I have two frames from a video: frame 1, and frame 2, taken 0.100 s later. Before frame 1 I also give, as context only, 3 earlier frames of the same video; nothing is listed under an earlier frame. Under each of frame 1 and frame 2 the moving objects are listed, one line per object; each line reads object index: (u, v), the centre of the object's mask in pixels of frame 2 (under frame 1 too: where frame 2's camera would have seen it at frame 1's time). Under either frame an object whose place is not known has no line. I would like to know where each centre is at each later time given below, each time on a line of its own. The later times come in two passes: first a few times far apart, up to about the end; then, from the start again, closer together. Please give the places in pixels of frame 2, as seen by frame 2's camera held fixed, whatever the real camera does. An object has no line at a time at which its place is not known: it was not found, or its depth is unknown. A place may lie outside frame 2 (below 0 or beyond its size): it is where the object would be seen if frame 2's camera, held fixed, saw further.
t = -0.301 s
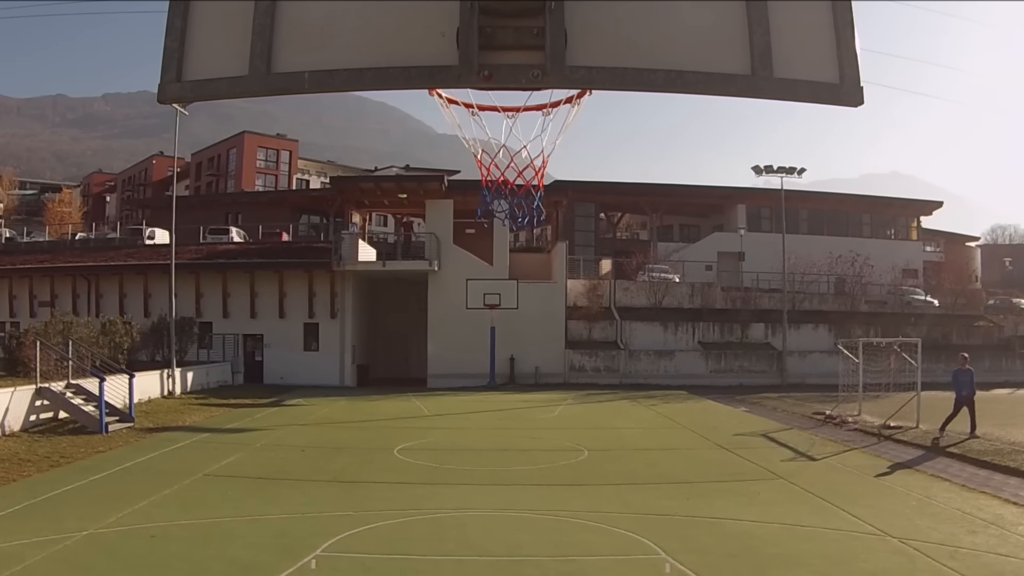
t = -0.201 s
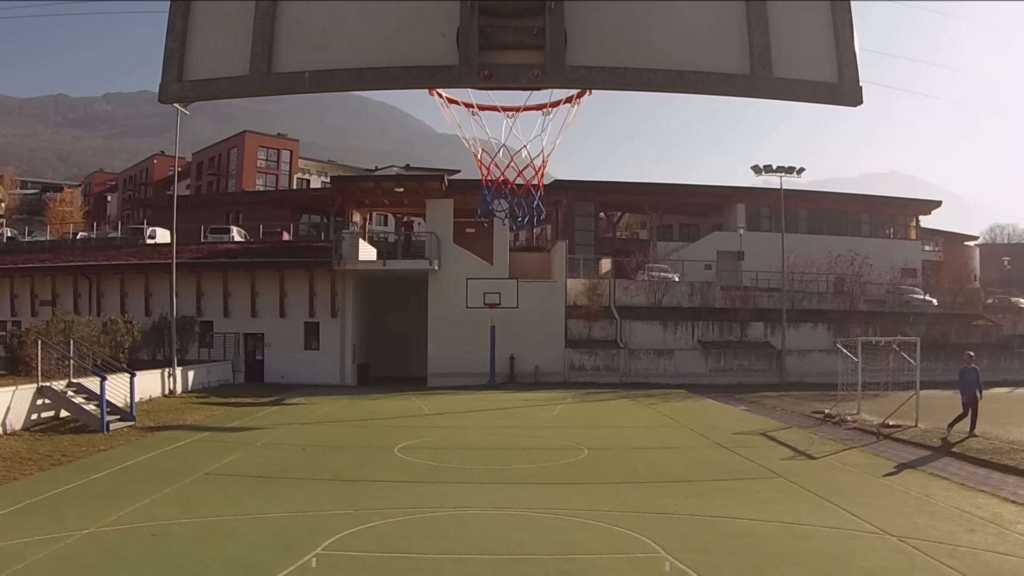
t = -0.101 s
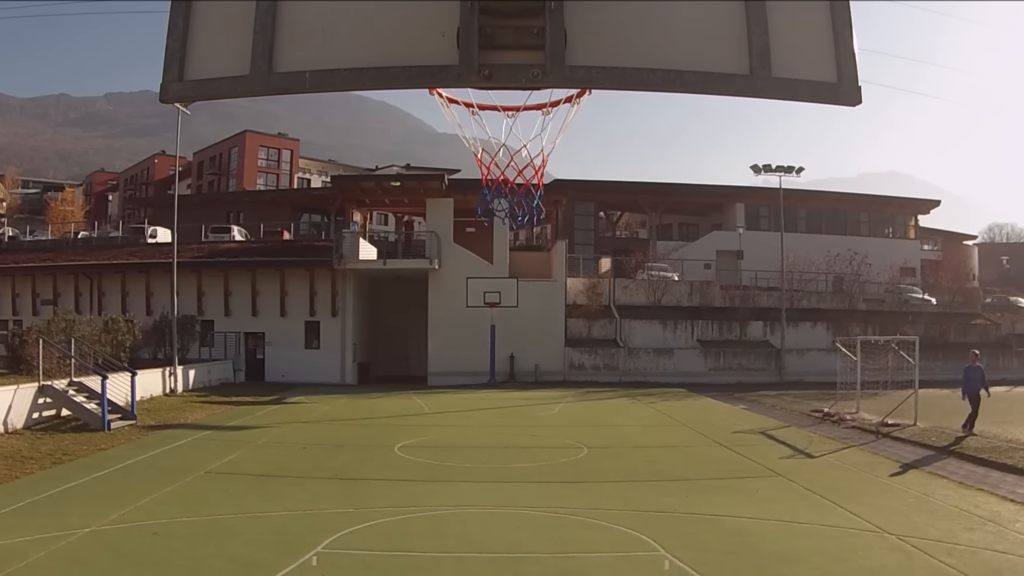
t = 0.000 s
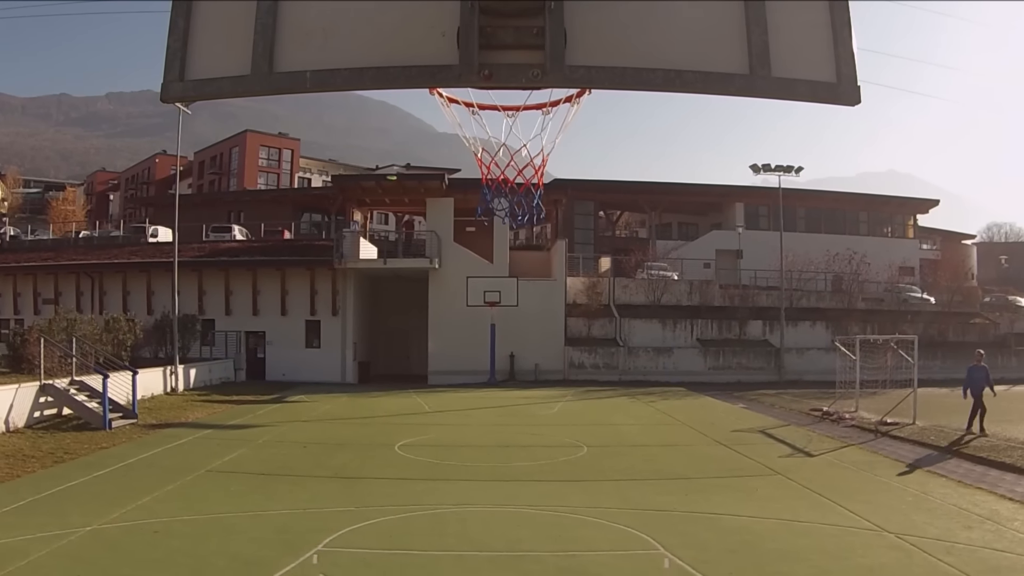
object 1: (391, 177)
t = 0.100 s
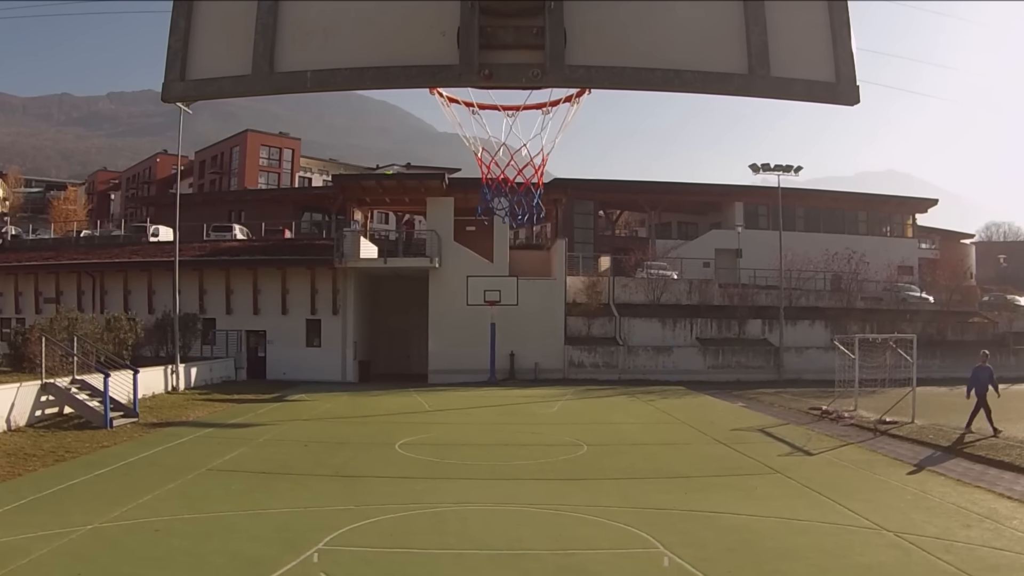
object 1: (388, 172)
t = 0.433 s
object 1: (372, 154)
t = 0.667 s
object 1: (359, 141)
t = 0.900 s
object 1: (346, 128)
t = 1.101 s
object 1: (333, 115)
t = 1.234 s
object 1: (320, 99)
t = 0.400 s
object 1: (373, 156)
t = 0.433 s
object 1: (372, 154)
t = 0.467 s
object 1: (370, 152)
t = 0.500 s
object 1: (368, 150)
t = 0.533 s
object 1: (367, 148)
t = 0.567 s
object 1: (365, 146)
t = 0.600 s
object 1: (363, 145)
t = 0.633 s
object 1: (361, 143)
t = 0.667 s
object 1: (359, 141)
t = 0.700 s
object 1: (358, 139)
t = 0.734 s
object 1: (356, 137)
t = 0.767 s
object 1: (354, 136)
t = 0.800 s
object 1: (352, 134)
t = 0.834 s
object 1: (350, 132)
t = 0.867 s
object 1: (348, 130)
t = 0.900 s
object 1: (346, 128)
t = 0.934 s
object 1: (344, 126)
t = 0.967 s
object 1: (342, 125)
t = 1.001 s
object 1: (340, 123)
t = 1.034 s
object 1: (337, 119)
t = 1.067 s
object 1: (335, 117)
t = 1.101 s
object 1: (333, 115)
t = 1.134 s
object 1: (331, 112)
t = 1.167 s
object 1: (328, 109)
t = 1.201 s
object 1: (325, 105)
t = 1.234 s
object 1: (320, 99)
